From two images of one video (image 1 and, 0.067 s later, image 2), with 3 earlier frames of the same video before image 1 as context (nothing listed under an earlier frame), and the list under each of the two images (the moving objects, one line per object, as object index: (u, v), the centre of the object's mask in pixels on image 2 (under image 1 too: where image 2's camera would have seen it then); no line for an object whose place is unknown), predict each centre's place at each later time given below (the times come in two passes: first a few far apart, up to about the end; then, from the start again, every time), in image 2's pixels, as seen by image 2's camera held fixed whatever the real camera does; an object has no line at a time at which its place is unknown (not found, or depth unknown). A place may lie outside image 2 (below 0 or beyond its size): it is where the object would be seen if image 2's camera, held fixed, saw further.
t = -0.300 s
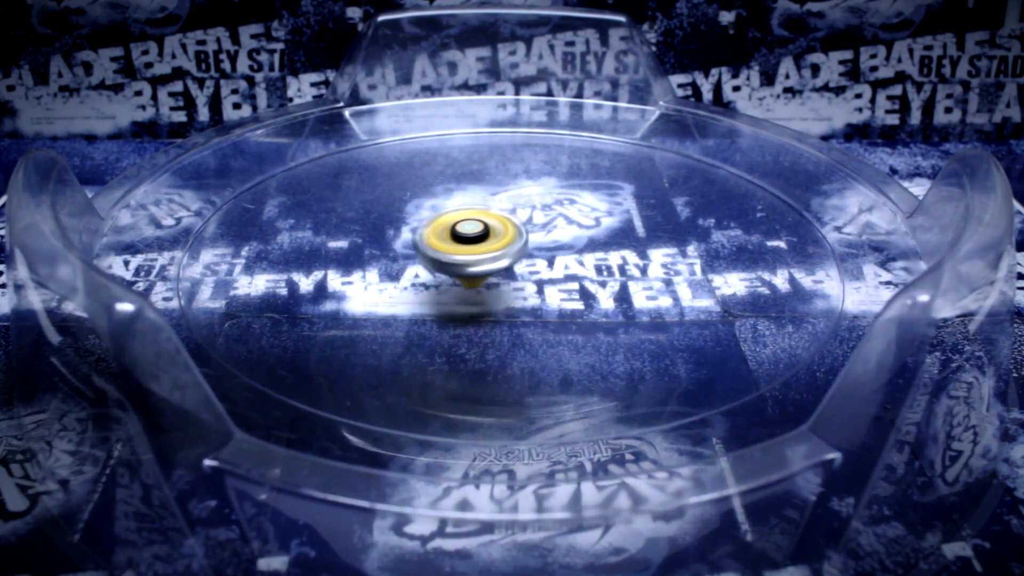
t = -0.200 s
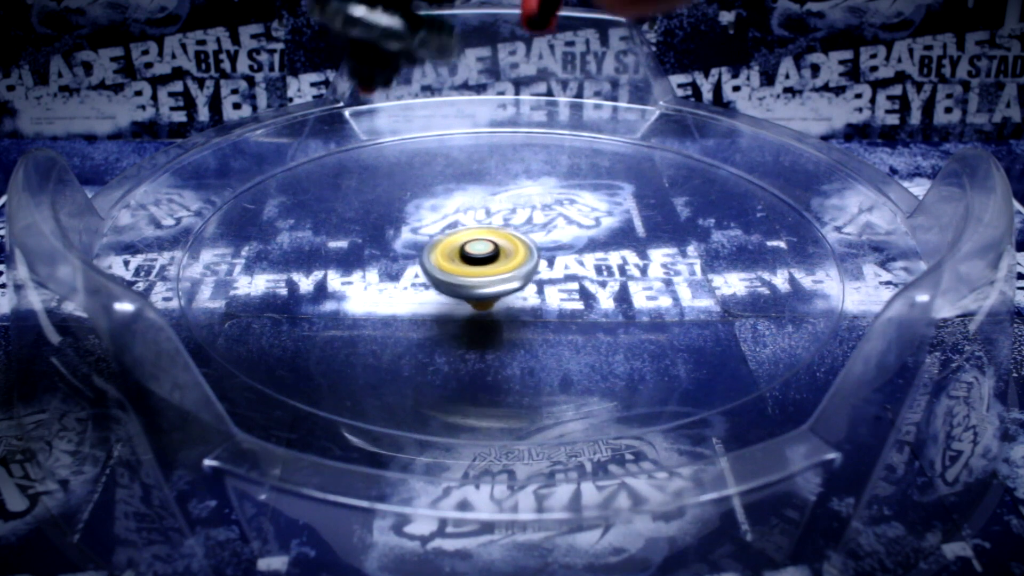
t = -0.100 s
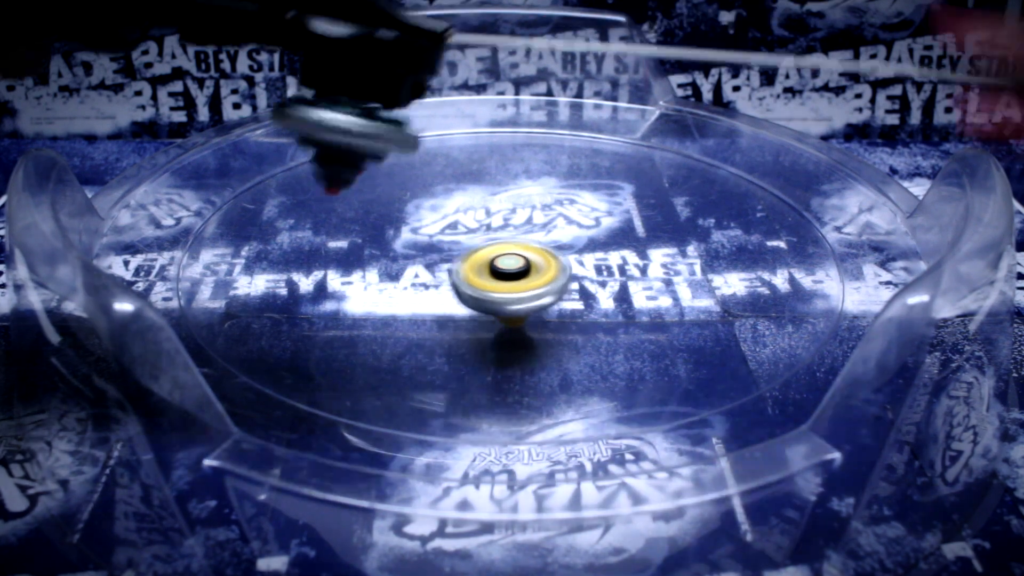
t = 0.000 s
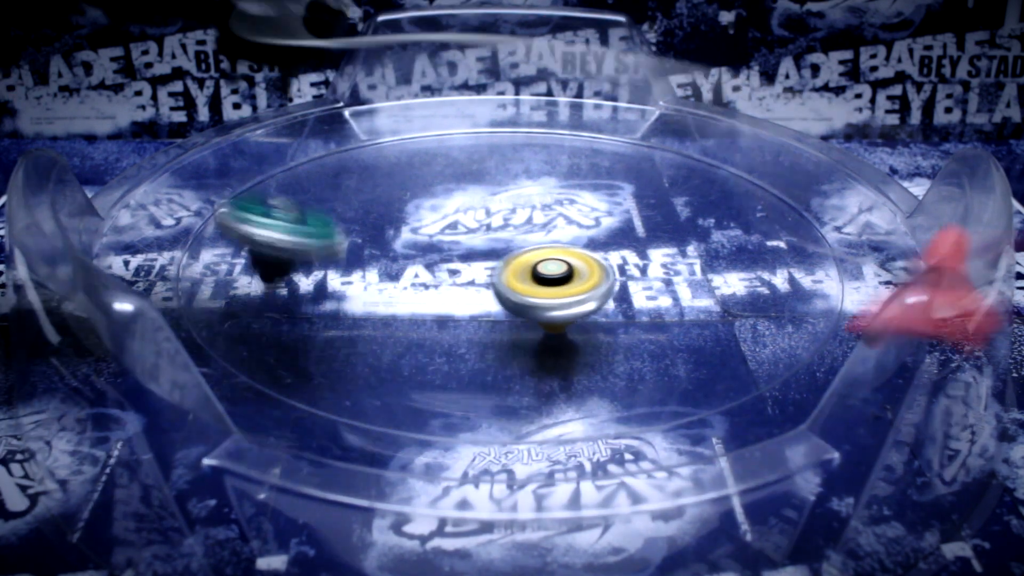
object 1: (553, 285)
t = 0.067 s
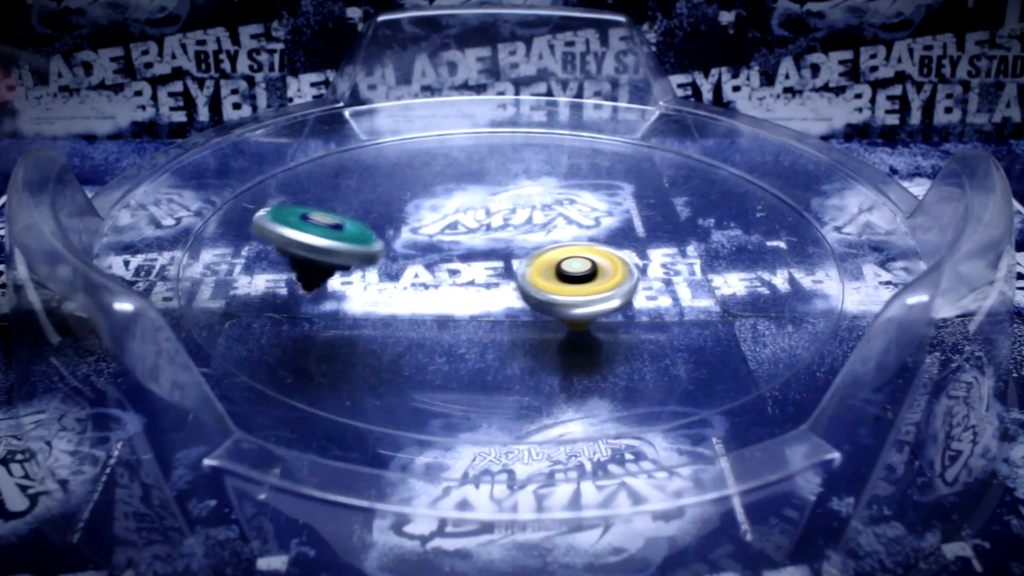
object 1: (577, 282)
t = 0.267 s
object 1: (613, 257)
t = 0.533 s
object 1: (729, 190)
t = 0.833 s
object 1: (554, 186)
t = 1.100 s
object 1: (454, 251)
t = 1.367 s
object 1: (521, 312)
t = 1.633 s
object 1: (648, 297)
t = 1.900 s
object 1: (616, 254)
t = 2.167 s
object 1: (495, 254)
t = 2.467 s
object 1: (429, 294)
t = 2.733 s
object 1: (506, 313)
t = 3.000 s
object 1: (537, 275)
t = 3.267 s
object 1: (457, 247)
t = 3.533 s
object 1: (388, 256)
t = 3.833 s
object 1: (437, 283)
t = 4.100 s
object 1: (500, 255)
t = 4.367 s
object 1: (470, 218)
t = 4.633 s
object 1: (415, 219)
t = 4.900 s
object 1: (450, 251)
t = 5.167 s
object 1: (533, 240)
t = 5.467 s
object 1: (536, 204)
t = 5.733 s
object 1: (483, 210)
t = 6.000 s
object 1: (511, 250)
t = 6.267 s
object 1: (588, 253)
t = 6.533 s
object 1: (610, 229)
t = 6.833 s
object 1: (533, 232)
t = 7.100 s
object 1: (515, 272)
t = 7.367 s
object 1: (570, 290)
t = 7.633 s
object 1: (596, 270)
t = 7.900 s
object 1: (518, 261)
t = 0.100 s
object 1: (585, 279)
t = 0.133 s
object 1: (593, 276)
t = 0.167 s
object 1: (600, 272)
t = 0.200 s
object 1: (605, 267)
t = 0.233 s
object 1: (610, 262)
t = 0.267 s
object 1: (613, 257)
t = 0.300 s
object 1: (642, 250)
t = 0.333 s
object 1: (691, 240)
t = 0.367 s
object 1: (726, 230)
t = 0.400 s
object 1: (746, 220)
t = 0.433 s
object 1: (753, 211)
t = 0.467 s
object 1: (751, 203)
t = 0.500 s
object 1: (742, 196)
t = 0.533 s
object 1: (729, 190)
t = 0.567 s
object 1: (714, 185)
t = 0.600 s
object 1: (696, 181)
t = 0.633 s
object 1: (678, 178)
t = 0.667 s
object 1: (659, 176)
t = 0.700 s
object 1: (638, 176)
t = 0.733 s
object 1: (616, 176)
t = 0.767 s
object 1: (595, 178)
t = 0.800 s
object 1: (574, 181)
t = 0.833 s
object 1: (554, 186)
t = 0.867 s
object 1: (535, 191)
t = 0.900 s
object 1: (518, 198)
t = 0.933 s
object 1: (502, 205)
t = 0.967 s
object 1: (488, 213)
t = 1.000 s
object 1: (475, 222)
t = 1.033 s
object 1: (465, 231)
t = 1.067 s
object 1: (458, 241)
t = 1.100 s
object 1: (454, 251)
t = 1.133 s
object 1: (452, 261)
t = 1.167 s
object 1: (453, 270)
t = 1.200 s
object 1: (456, 279)
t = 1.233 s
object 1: (463, 287)
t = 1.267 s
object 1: (472, 295)
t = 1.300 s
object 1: (486, 303)
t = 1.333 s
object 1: (502, 308)
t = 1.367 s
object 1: (521, 312)
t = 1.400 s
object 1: (539, 315)
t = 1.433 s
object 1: (558, 316)
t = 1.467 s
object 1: (579, 316)
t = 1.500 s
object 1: (597, 314)
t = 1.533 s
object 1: (614, 311)
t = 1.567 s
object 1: (629, 307)
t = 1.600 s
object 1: (640, 302)
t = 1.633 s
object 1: (648, 297)
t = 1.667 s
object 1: (655, 291)
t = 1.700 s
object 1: (658, 284)
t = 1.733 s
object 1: (657, 278)
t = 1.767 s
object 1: (654, 272)
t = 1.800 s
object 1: (648, 266)
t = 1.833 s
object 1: (640, 262)
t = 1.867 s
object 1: (629, 257)
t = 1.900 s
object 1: (616, 254)
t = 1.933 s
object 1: (602, 252)
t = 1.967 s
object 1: (588, 250)
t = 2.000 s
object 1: (571, 249)
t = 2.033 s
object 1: (556, 248)
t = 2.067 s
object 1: (540, 248)
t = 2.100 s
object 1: (524, 249)
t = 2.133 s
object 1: (510, 251)
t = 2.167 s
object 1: (495, 254)
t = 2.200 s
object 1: (481, 257)
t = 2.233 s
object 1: (469, 260)
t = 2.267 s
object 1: (457, 264)
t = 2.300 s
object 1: (447, 269)
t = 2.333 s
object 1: (439, 274)
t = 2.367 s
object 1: (434, 278)
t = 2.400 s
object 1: (430, 284)
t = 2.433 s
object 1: (428, 289)
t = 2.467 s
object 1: (429, 294)
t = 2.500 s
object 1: (432, 300)
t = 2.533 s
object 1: (438, 304)
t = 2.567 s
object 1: (445, 308)
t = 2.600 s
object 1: (456, 311)
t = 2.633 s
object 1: (467, 314)
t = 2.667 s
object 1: (480, 314)
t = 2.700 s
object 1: (492, 314)
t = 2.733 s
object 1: (506, 313)
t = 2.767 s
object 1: (518, 310)
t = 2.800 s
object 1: (529, 307)
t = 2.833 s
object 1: (538, 303)
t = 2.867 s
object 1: (544, 298)
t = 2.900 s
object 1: (546, 292)
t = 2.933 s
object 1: (546, 287)
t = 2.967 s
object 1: (543, 280)
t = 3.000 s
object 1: (537, 275)
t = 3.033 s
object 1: (531, 270)
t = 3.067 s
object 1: (523, 265)
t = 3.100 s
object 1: (514, 260)
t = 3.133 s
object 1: (503, 257)
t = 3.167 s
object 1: (490, 253)
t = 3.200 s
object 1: (479, 250)
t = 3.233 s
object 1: (467, 248)
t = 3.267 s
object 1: (457, 247)
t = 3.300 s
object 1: (445, 246)
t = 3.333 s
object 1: (433, 245)
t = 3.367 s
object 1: (424, 246)
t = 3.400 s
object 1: (414, 246)
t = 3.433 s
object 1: (405, 248)
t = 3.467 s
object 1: (399, 250)
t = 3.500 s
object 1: (392, 253)
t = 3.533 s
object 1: (388, 256)
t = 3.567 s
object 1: (386, 259)
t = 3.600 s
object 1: (386, 263)
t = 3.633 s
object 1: (387, 267)
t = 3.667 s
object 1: (391, 272)
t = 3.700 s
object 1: (395, 276)
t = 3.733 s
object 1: (403, 279)
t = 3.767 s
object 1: (413, 281)
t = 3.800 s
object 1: (425, 283)
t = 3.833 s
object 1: (437, 283)
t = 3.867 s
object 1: (450, 283)
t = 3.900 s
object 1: (461, 281)
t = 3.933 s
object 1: (471, 278)
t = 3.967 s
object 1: (481, 275)
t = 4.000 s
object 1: (488, 271)
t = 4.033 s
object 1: (493, 266)
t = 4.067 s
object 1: (498, 261)
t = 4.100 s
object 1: (500, 255)
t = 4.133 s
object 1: (501, 249)
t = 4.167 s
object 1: (499, 244)
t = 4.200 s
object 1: (496, 238)
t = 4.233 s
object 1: (493, 233)
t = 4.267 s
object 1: (488, 229)
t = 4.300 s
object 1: (483, 224)
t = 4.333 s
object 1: (477, 221)
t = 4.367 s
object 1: (470, 218)
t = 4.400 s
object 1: (463, 215)
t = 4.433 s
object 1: (455, 213)
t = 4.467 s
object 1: (448, 212)
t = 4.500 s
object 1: (440, 212)
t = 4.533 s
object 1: (433, 212)
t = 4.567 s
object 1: (426, 214)
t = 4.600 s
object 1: (420, 216)
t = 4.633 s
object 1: (415, 219)
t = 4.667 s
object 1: (411, 222)
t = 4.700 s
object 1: (410, 226)
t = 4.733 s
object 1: (410, 231)
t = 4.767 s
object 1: (414, 235)
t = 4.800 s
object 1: (420, 239)
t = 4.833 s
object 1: (429, 244)
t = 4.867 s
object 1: (438, 247)
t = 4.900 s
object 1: (450, 251)
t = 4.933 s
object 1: (461, 252)
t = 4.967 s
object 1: (473, 253)
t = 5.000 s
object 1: (486, 253)
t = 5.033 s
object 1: (497, 252)
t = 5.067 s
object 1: (508, 250)
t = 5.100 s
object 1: (518, 248)
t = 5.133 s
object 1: (526, 244)
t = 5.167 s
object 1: (533, 240)
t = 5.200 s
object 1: (538, 235)
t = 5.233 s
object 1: (542, 231)
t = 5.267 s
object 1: (545, 225)
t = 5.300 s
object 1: (547, 221)
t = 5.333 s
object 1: (548, 217)
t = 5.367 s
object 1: (547, 214)
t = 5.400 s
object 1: (545, 210)
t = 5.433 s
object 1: (541, 206)
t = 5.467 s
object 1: (536, 204)
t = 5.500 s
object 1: (530, 202)
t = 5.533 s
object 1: (523, 200)
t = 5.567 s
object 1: (515, 199)
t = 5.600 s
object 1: (509, 200)
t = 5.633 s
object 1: (501, 201)
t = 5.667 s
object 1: (494, 203)
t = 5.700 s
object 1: (488, 206)
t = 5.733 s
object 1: (483, 210)
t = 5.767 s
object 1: (480, 216)
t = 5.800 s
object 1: (479, 221)
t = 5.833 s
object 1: (480, 226)
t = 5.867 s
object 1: (483, 232)
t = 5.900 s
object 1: (488, 237)
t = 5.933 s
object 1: (494, 242)
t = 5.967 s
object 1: (502, 246)
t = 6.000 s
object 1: (511, 250)
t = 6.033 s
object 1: (520, 252)
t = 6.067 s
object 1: (530, 254)
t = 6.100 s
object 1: (540, 256)
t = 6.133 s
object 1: (550, 256)
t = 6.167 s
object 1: (560, 256)
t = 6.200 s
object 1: (570, 256)
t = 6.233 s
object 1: (579, 255)
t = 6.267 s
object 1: (588, 253)
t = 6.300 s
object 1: (596, 251)
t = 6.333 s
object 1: (602, 248)
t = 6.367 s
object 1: (608, 245)
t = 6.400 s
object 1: (611, 242)
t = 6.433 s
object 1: (614, 239)
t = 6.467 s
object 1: (614, 235)
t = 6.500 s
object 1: (613, 232)
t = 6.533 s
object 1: (610, 229)
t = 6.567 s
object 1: (605, 226)
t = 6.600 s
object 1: (598, 224)
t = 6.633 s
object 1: (591, 222)
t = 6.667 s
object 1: (582, 221)
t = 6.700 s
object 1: (572, 222)
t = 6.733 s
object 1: (561, 223)
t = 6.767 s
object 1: (550, 225)
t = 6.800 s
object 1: (542, 228)
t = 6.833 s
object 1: (533, 232)
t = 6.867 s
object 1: (528, 237)
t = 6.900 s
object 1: (523, 242)
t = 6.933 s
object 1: (518, 247)
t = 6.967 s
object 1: (514, 253)
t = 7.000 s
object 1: (511, 258)
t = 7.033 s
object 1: (511, 263)
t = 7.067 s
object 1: (512, 267)
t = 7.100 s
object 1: (515, 272)
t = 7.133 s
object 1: (519, 277)
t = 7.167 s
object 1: (522, 281)
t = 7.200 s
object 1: (529, 284)
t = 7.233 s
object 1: (536, 287)
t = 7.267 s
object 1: (545, 289)
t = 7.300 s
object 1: (553, 290)
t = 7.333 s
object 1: (562, 290)
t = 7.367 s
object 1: (570, 290)
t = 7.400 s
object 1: (577, 289)
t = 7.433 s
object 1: (584, 287)
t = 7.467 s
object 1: (590, 285)
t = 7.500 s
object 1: (596, 282)
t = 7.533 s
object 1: (600, 280)
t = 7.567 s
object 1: (601, 277)
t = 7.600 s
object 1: (599, 274)
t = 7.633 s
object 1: (596, 270)
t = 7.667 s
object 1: (589, 267)
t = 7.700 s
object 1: (582, 264)
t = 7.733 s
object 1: (574, 262)
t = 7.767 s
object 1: (563, 261)
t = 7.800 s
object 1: (552, 260)
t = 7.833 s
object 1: (542, 260)
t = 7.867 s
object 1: (530, 261)
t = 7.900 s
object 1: (518, 261)
